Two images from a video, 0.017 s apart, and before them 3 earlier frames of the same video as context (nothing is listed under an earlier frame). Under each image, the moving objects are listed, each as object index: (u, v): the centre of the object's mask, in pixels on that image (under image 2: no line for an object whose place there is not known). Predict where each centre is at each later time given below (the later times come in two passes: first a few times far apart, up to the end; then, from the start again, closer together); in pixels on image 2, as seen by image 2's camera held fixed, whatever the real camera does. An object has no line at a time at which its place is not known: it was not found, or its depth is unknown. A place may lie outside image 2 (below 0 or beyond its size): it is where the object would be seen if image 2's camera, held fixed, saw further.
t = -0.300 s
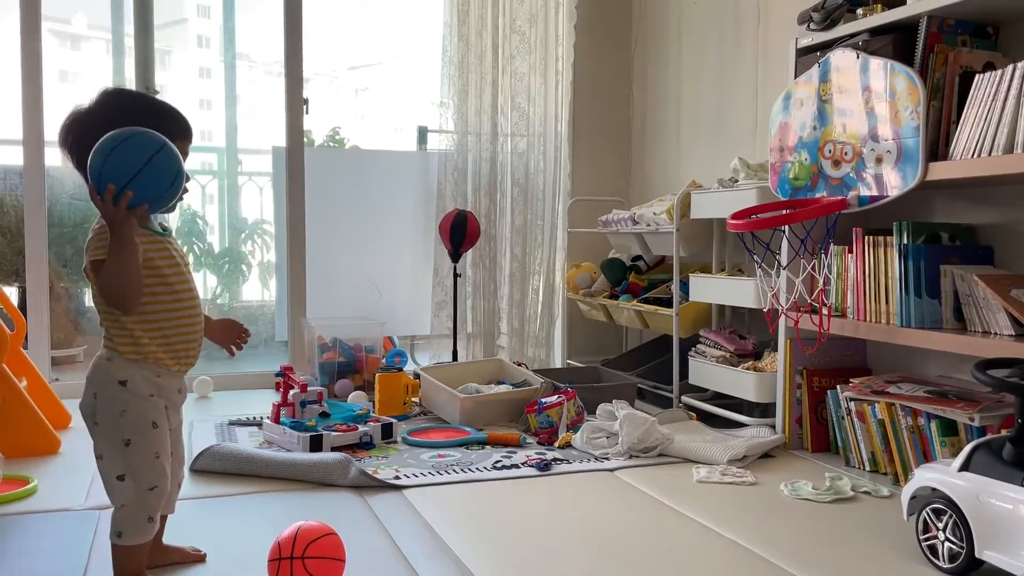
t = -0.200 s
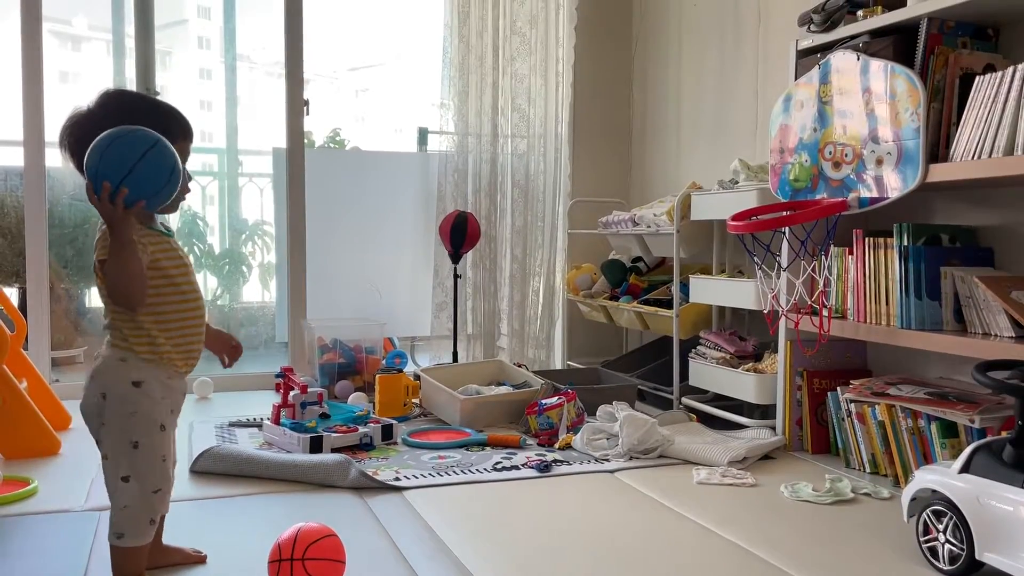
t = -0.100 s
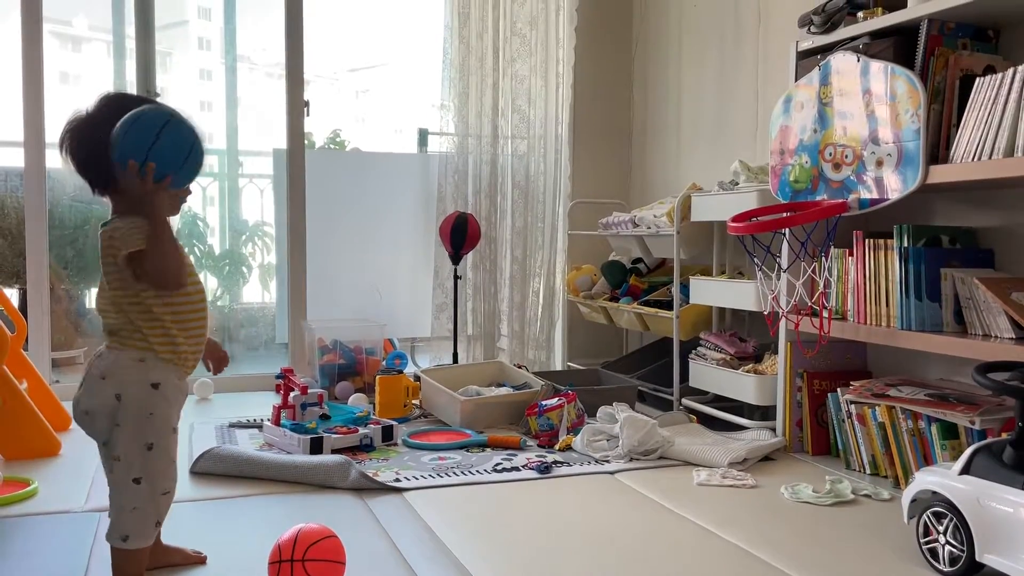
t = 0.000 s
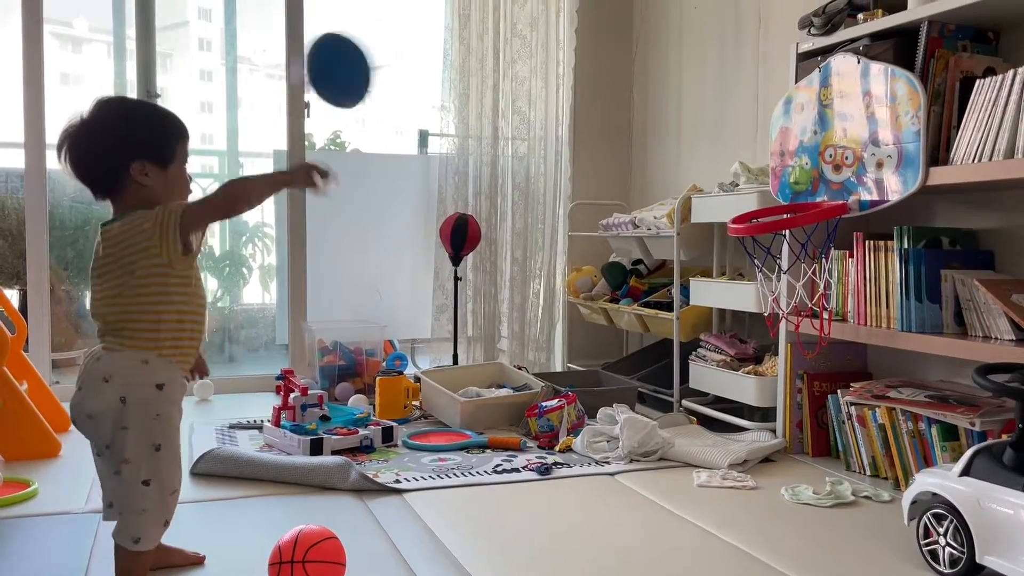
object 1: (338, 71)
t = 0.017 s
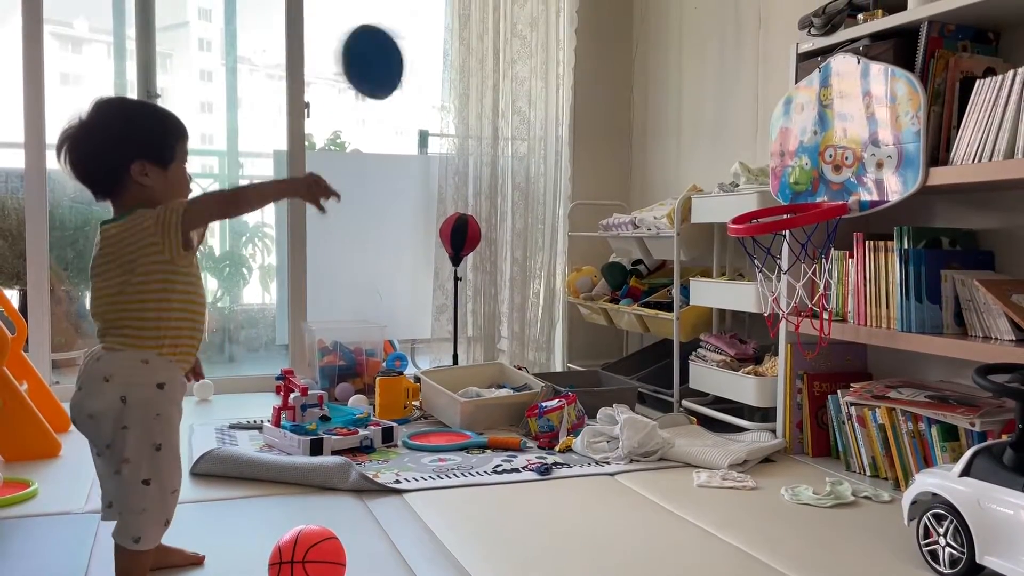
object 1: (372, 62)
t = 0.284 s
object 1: (745, 112)
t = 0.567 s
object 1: (786, 174)
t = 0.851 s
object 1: (922, 196)
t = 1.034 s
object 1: (1012, 313)
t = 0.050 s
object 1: (437, 50)
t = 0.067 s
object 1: (466, 46)
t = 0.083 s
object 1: (494, 45)
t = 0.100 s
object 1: (521, 44)
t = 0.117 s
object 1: (546, 45)
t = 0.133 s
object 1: (572, 48)
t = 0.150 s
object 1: (595, 52)
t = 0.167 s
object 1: (614, 56)
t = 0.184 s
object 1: (634, 62)
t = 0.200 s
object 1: (655, 68)
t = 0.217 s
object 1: (674, 75)
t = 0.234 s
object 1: (694, 83)
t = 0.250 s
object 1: (711, 92)
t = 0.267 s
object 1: (728, 101)
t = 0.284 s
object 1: (745, 112)
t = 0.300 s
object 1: (760, 122)
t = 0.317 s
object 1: (776, 134)
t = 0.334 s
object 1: (791, 147)
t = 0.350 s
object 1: (805, 160)
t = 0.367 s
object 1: (799, 173)
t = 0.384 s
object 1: (789, 183)
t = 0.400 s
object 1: (778, 194)
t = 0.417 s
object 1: (765, 204)
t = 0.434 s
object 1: (758, 210)
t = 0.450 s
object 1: (753, 215)
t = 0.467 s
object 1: (751, 216)
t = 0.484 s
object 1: (753, 214)
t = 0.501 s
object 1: (759, 209)
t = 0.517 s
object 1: (765, 201)
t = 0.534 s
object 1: (772, 191)
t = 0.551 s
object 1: (779, 181)
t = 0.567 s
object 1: (786, 174)
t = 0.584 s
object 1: (793, 166)
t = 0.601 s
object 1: (799, 161)
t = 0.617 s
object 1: (808, 151)
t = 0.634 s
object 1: (815, 147)
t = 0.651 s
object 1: (822, 142)
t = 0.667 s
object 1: (829, 140)
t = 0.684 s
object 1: (837, 138)
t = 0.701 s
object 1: (845, 137)
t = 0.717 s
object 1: (854, 139)
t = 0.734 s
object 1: (862, 141)
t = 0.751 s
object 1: (870, 144)
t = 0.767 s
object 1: (878, 149)
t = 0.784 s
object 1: (887, 155)
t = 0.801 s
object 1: (895, 163)
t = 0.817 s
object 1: (902, 172)
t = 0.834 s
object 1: (913, 183)
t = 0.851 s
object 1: (922, 196)
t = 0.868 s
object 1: (931, 211)
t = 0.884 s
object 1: (940, 227)
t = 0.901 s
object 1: (949, 244)
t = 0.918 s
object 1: (958, 263)
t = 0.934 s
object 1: (968, 284)
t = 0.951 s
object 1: (978, 307)
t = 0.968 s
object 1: (988, 334)
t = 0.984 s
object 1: (995, 344)
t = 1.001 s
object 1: (1001, 332)
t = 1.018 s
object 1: (1007, 322)
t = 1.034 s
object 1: (1012, 313)
